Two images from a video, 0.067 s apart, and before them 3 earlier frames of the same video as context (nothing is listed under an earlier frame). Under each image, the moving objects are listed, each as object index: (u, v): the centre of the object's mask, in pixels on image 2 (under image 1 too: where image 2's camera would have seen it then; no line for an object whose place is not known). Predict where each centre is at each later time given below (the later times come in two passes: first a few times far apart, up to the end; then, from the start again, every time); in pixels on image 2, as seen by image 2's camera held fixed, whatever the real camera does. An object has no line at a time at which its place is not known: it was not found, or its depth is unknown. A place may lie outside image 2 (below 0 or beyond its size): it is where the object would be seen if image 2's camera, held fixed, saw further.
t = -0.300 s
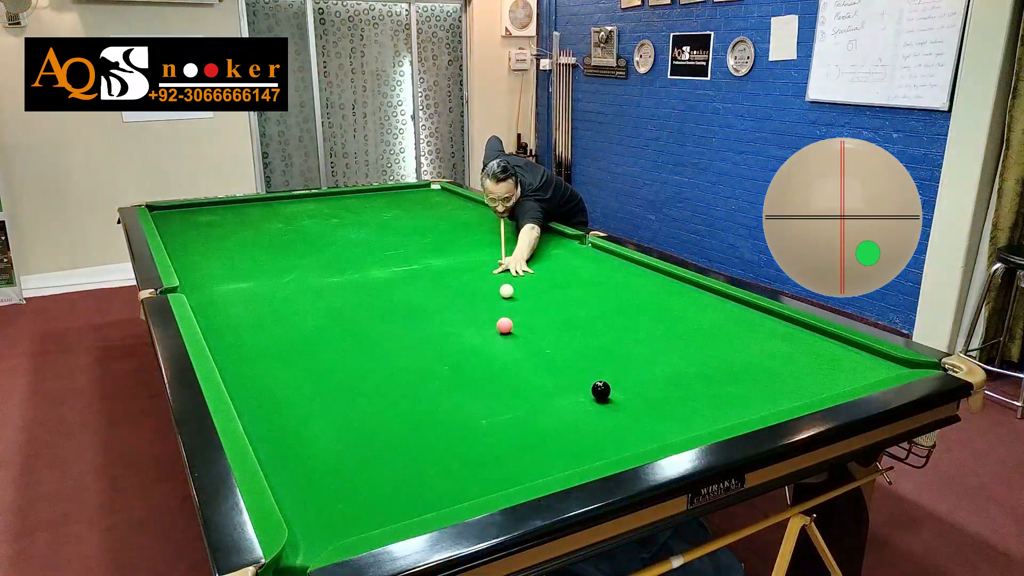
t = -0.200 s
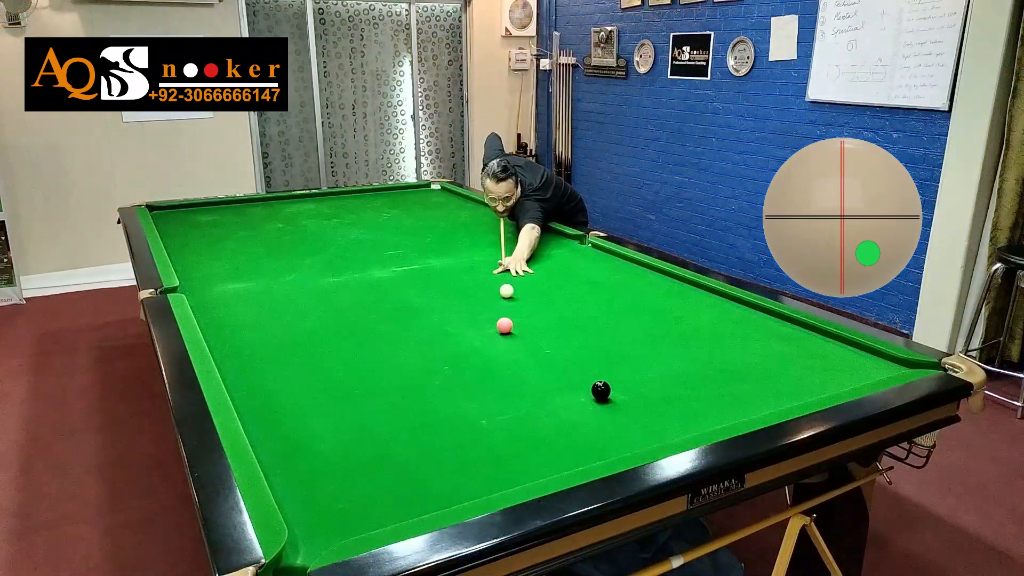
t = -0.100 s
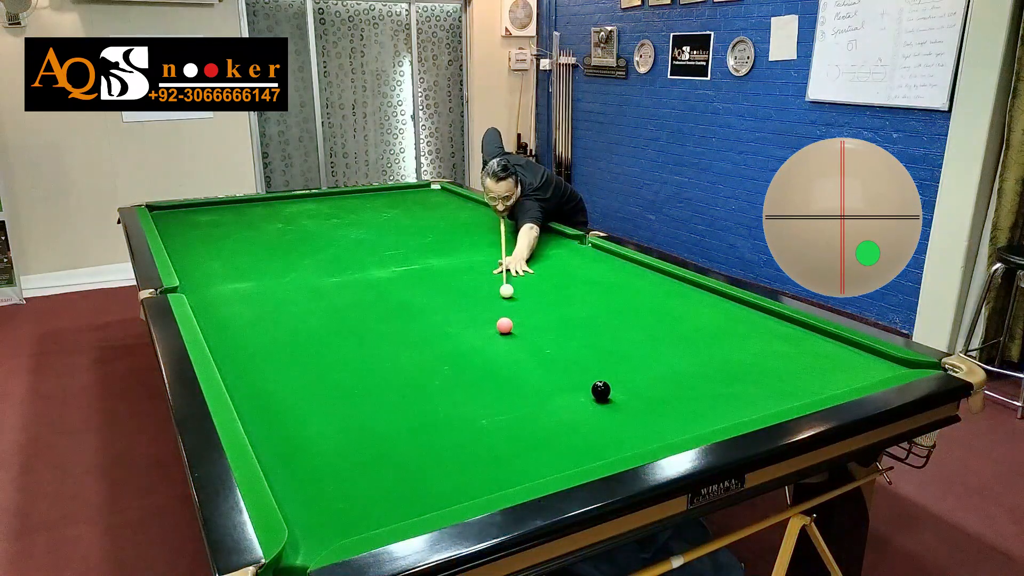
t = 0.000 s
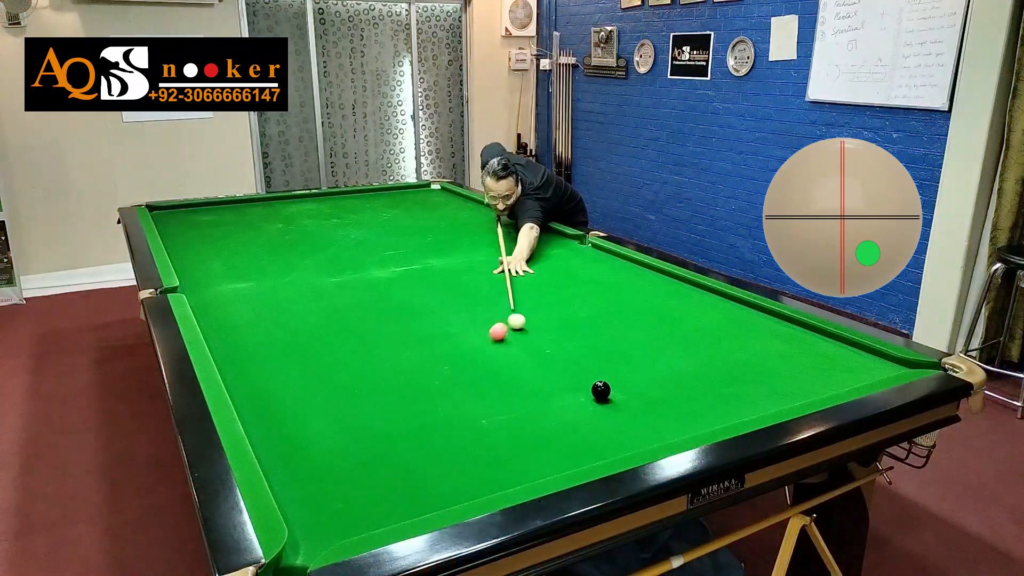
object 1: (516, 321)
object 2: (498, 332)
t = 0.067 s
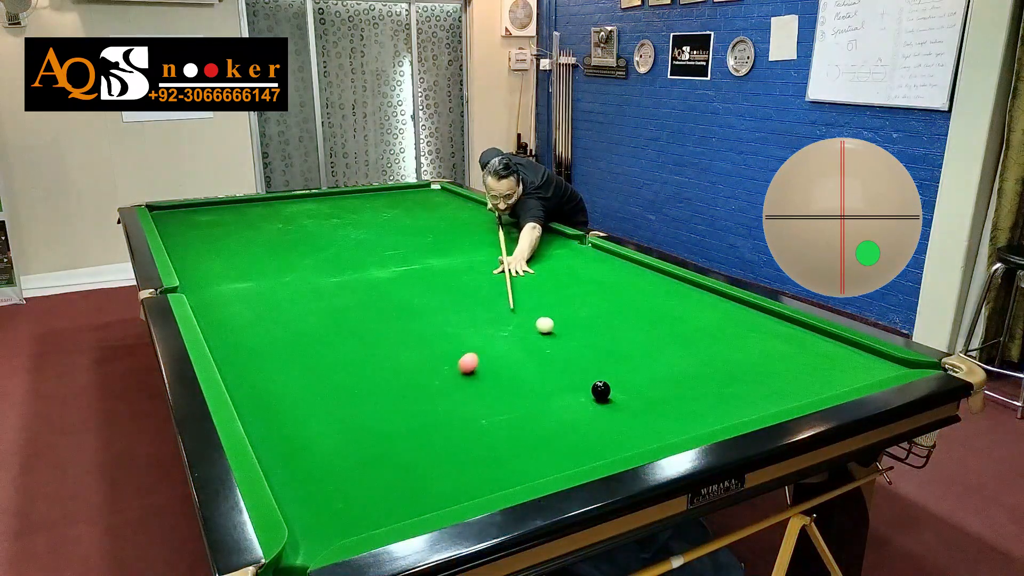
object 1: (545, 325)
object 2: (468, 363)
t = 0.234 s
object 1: (610, 330)
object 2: (364, 474)
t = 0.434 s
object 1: (673, 327)
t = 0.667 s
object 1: (731, 318)
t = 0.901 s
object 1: (764, 317)
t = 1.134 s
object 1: (755, 331)
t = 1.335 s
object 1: (748, 343)
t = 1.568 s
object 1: (738, 357)
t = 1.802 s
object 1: (728, 373)
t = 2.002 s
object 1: (719, 387)
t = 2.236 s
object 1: (707, 404)
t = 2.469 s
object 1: (695, 422)
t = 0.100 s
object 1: (558, 327)
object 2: (451, 381)
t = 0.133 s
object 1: (572, 328)
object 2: (433, 401)
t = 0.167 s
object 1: (585, 329)
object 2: (412, 423)
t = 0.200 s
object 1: (598, 330)
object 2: (389, 447)
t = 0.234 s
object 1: (610, 330)
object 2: (364, 474)
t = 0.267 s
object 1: (622, 330)
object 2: (336, 503)
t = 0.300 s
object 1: (633, 330)
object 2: (304, 536)
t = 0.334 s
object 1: (644, 330)
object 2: (305, 559)
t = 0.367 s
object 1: (654, 329)
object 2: (289, 567)
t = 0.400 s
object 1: (664, 328)
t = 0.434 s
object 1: (673, 327)
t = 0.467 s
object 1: (682, 326)
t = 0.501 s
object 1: (690, 325)
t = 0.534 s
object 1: (699, 324)
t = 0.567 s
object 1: (707, 322)
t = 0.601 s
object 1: (715, 321)
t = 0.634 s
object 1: (723, 319)
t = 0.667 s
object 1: (731, 318)
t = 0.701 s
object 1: (739, 317)
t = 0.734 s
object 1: (747, 316)
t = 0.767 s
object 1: (754, 315)
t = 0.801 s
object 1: (762, 313)
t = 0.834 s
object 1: (768, 312)
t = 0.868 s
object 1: (766, 315)
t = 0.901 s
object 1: (764, 317)
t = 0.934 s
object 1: (762, 319)
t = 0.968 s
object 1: (760, 321)
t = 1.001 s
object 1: (759, 323)
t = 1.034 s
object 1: (758, 325)
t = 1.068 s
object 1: (757, 327)
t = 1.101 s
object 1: (756, 329)
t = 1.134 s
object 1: (755, 331)
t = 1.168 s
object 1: (754, 333)
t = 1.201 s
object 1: (752, 335)
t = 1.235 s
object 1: (751, 337)
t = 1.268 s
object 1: (750, 339)
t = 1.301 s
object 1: (749, 341)
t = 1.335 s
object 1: (748, 343)
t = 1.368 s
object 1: (746, 345)
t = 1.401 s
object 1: (745, 347)
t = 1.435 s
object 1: (744, 349)
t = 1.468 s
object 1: (742, 351)
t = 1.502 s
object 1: (741, 353)
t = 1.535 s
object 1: (740, 355)
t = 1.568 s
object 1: (738, 357)
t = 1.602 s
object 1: (737, 360)
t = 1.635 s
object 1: (735, 362)
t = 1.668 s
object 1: (734, 364)
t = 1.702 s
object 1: (733, 366)
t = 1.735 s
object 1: (731, 369)
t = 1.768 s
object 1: (730, 371)
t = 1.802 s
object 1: (728, 373)
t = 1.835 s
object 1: (727, 375)
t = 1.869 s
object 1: (725, 378)
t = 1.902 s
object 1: (724, 380)
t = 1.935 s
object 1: (722, 382)
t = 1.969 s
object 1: (720, 385)
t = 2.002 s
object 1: (719, 387)
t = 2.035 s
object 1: (717, 390)
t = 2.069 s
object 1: (716, 392)
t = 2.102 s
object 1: (714, 394)
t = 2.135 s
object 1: (712, 397)
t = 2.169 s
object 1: (711, 399)
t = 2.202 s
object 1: (709, 402)
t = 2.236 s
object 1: (707, 404)
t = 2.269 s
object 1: (706, 407)
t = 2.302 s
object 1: (704, 409)
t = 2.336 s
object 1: (702, 412)
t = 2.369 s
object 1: (700, 414)
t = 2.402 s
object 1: (699, 417)
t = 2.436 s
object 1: (697, 419)
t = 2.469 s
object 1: (695, 422)
